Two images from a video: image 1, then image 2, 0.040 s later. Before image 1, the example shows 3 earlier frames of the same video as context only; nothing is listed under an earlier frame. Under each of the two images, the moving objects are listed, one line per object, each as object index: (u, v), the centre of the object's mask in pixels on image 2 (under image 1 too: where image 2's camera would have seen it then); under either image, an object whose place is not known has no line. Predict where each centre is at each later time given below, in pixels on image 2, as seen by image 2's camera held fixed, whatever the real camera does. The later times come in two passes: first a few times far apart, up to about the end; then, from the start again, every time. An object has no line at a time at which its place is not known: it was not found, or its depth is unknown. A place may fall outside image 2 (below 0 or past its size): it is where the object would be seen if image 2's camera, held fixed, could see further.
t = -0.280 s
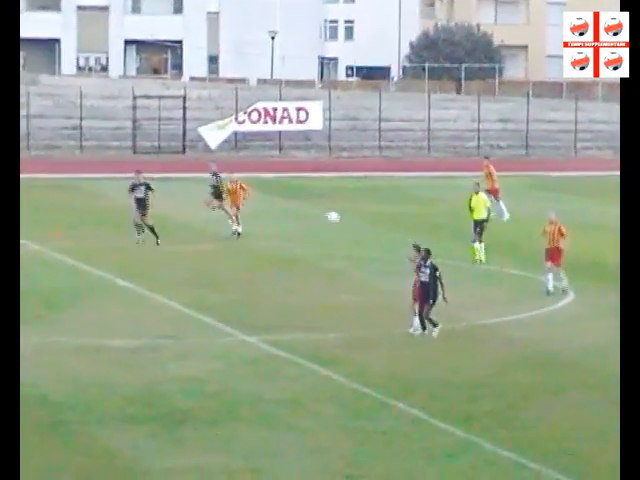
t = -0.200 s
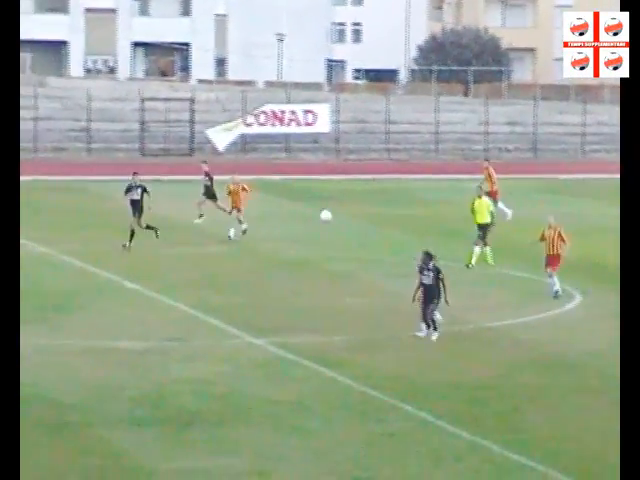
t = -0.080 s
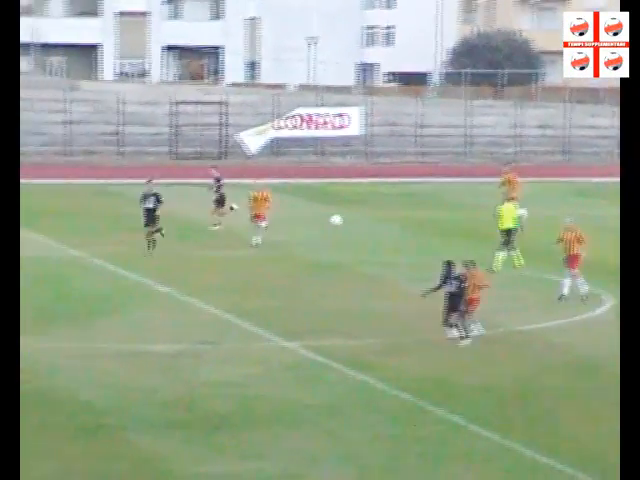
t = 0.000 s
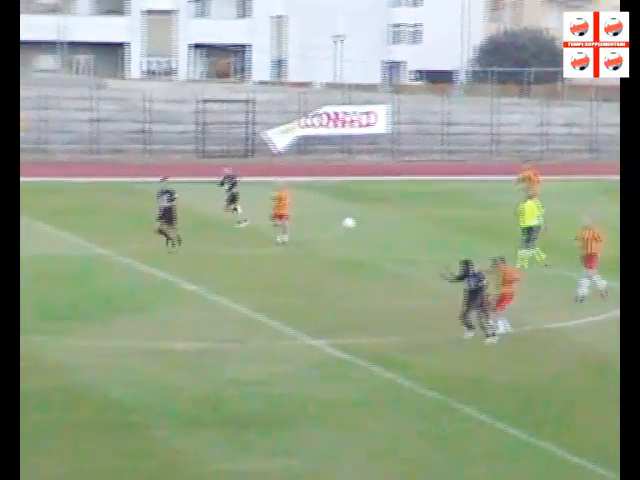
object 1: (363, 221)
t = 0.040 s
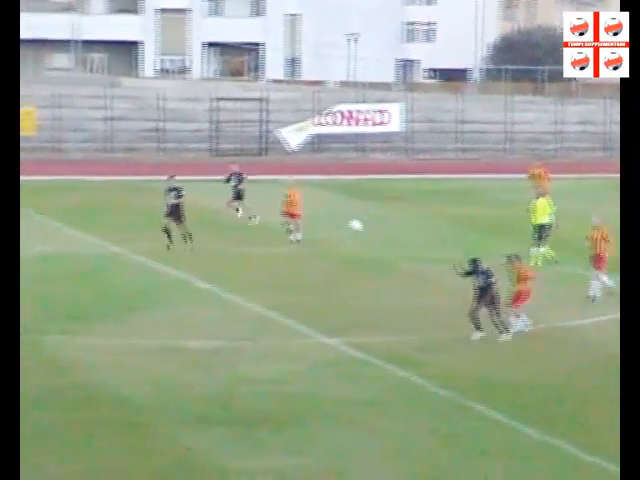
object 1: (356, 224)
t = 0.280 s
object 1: (315, 263)
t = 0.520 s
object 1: (277, 298)
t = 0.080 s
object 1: (349, 228)
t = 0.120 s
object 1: (343, 234)
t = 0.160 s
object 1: (336, 241)
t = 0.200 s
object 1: (328, 247)
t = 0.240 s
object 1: (322, 254)
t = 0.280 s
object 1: (315, 263)
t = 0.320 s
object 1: (308, 273)
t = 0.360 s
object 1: (302, 283)
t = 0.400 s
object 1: (295, 293)
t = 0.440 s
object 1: (288, 306)
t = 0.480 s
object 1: (282, 306)
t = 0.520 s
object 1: (277, 298)
